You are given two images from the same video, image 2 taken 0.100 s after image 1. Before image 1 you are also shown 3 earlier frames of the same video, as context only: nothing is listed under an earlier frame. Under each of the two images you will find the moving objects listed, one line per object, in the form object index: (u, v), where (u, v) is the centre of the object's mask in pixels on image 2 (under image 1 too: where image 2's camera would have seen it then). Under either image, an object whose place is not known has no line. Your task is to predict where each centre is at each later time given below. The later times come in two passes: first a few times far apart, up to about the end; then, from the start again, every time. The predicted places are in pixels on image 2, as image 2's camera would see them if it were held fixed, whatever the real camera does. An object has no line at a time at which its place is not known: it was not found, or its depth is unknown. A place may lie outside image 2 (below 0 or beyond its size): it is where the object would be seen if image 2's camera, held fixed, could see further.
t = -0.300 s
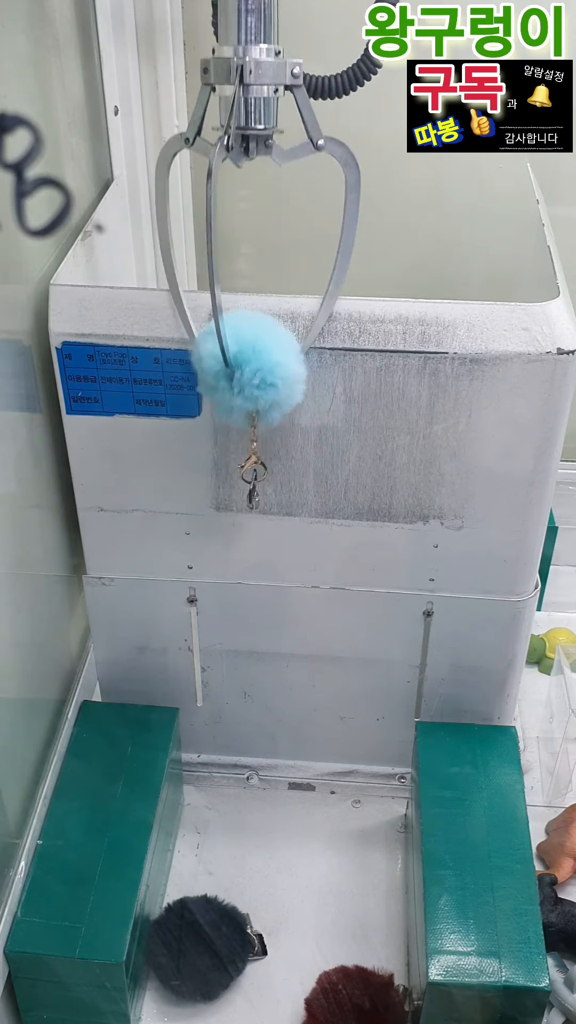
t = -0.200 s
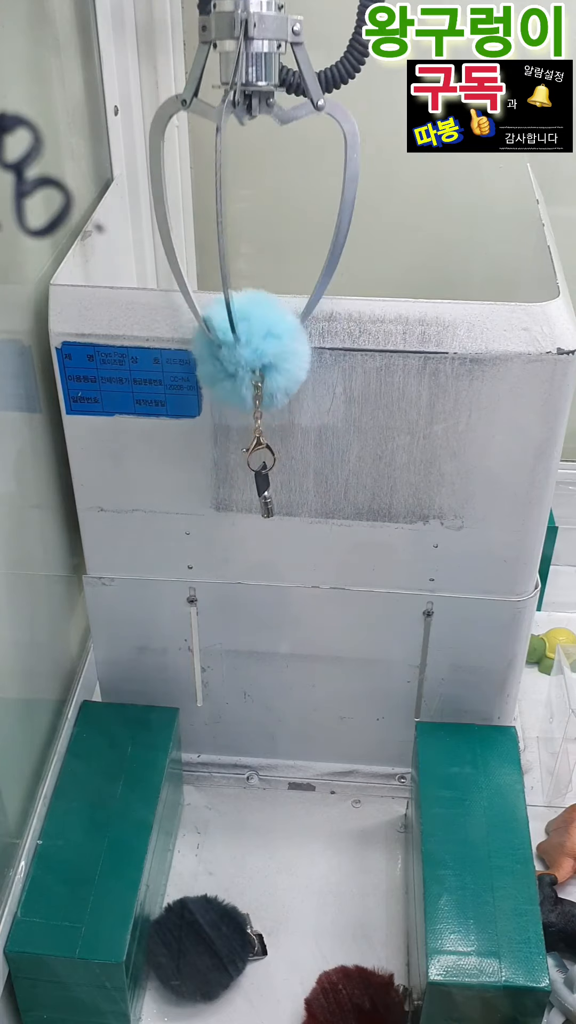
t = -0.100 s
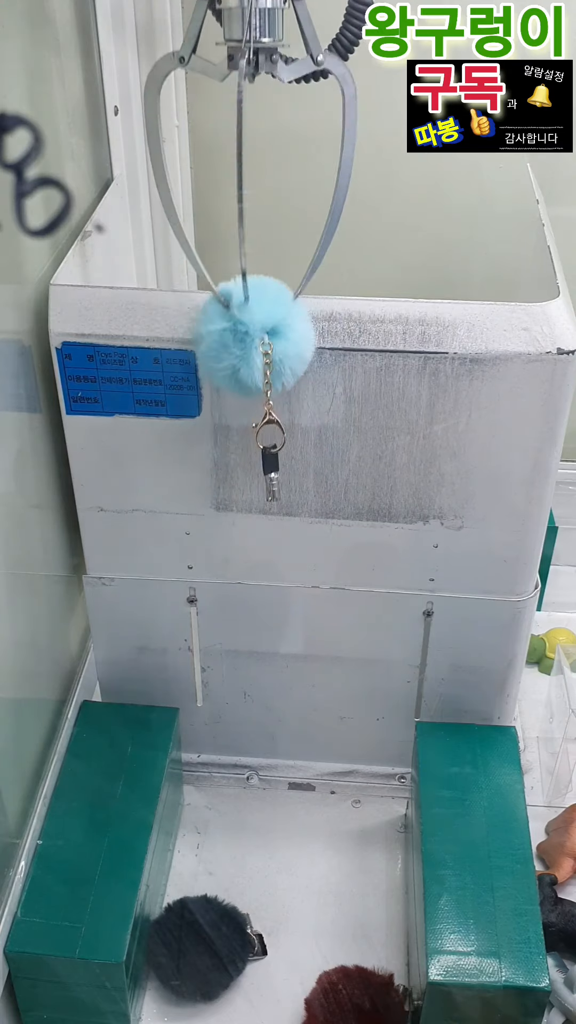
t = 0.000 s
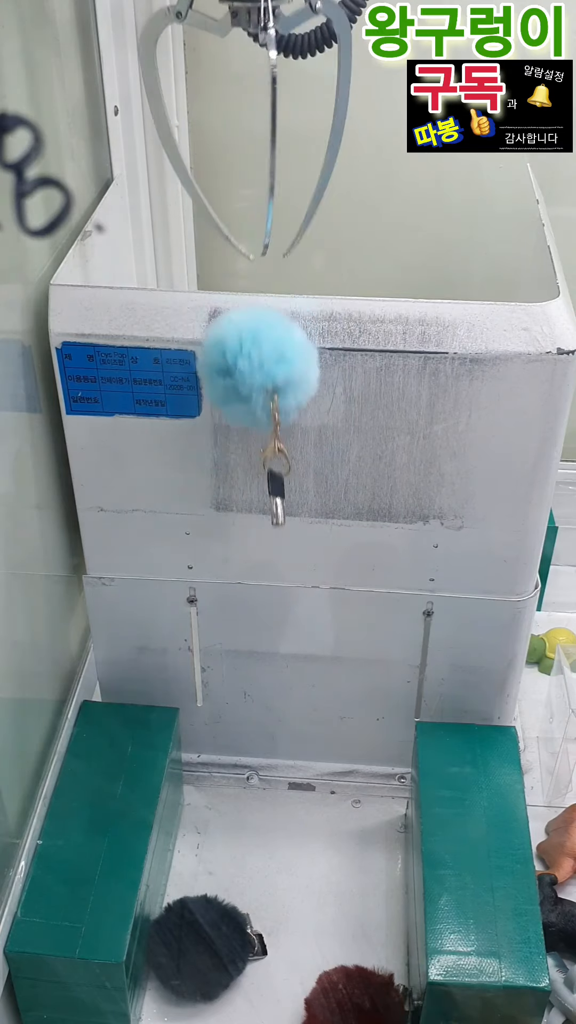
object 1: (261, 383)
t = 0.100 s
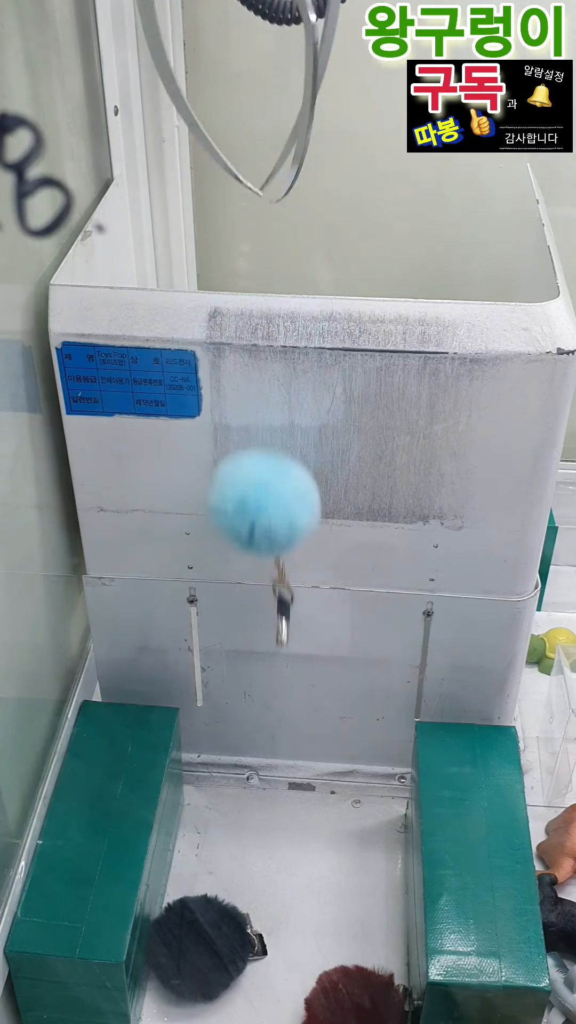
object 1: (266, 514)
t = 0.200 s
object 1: (274, 724)
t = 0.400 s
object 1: (239, 821)
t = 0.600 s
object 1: (232, 814)
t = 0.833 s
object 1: (236, 818)
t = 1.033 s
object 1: (236, 818)
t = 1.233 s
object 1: (236, 818)
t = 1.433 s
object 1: (236, 818)
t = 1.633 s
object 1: (236, 818)
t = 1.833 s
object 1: (236, 818)
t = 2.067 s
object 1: (236, 818)
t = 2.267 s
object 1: (236, 818)
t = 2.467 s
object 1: (236, 818)
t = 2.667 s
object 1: (236, 818)
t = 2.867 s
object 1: (236, 818)
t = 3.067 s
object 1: (236, 818)
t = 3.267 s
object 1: (236, 818)
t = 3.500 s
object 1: (236, 818)
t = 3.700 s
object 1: (236, 818)
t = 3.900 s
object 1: (236, 818)
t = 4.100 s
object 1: (236, 818)
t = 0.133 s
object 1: (268, 579)
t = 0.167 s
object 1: (271, 651)
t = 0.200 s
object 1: (274, 724)
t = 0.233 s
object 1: (277, 802)
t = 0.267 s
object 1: (273, 818)
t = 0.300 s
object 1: (266, 807)
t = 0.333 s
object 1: (255, 804)
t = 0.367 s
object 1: (246, 810)
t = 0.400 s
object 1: (239, 821)
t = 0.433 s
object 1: (233, 819)
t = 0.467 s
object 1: (229, 817)
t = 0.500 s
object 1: (228, 815)
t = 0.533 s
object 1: (228, 814)
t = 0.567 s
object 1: (230, 814)
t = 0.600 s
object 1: (232, 814)
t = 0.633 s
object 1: (235, 815)
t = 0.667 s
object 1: (236, 817)
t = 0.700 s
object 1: (236, 817)
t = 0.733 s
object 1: (236, 818)
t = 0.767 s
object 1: (236, 818)
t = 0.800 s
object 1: (236, 818)
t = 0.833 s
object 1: (236, 818)
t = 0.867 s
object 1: (236, 818)
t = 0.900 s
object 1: (236, 818)
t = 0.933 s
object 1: (236, 817)
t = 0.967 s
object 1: (236, 818)
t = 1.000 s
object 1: (236, 818)
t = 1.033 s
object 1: (236, 818)
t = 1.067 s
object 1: (236, 818)
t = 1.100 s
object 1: (236, 818)
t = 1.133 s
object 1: (236, 818)
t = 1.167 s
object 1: (236, 818)
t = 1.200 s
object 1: (236, 818)
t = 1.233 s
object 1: (236, 818)
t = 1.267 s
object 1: (236, 818)
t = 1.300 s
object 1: (236, 818)
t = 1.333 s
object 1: (236, 818)
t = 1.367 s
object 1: (236, 818)
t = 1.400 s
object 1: (236, 818)
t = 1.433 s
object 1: (236, 818)
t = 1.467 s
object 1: (236, 818)
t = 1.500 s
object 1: (236, 818)
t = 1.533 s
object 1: (236, 818)
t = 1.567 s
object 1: (236, 818)
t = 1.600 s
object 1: (236, 818)
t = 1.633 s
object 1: (236, 818)
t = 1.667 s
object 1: (236, 818)
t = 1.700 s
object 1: (236, 818)
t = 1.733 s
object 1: (236, 818)
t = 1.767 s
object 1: (236, 818)
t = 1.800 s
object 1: (236, 818)
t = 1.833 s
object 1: (236, 818)
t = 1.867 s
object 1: (236, 818)
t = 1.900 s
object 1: (236, 818)
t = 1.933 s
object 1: (236, 818)
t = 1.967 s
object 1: (236, 818)
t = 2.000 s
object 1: (236, 818)
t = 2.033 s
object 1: (236, 818)
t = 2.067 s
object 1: (236, 818)
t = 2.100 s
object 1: (236, 818)
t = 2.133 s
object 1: (236, 818)
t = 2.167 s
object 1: (236, 818)
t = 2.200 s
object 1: (236, 818)
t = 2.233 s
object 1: (236, 818)
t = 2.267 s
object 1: (236, 818)
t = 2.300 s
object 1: (236, 818)
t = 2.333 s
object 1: (236, 818)
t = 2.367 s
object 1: (236, 818)
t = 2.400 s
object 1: (236, 818)
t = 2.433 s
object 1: (236, 818)
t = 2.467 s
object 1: (236, 818)
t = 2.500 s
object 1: (236, 818)
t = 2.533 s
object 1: (236, 818)
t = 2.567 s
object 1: (236, 818)
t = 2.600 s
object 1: (236, 818)
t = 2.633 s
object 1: (236, 818)
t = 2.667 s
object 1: (236, 818)
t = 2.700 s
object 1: (236, 818)
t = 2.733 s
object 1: (236, 818)
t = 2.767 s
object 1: (236, 818)
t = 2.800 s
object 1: (236, 818)
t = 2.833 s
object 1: (236, 818)
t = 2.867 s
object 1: (236, 818)
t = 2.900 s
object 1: (236, 818)
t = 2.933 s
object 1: (236, 818)
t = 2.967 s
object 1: (236, 818)
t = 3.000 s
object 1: (236, 818)
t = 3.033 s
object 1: (236, 818)
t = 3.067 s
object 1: (236, 818)
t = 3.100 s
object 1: (236, 818)
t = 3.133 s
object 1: (236, 818)
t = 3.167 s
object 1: (236, 818)
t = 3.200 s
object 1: (236, 818)
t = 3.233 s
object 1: (236, 817)
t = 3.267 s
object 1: (236, 818)
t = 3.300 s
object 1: (236, 818)
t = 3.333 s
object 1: (236, 818)
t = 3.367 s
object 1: (236, 817)
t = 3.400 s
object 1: (236, 817)
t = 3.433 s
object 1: (236, 817)
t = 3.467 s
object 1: (236, 817)
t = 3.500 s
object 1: (236, 818)
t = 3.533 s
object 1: (236, 817)
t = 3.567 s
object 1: (236, 818)
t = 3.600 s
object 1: (236, 818)
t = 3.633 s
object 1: (236, 818)
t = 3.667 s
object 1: (236, 818)
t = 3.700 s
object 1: (236, 818)
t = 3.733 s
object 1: (236, 818)
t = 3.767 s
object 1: (236, 818)
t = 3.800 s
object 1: (236, 818)
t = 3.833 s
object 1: (236, 818)
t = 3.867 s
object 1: (236, 818)
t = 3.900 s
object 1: (236, 818)
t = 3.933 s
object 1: (236, 818)
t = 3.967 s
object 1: (236, 818)
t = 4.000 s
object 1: (236, 818)
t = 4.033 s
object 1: (236, 818)
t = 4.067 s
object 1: (236, 818)
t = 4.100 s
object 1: (236, 818)
